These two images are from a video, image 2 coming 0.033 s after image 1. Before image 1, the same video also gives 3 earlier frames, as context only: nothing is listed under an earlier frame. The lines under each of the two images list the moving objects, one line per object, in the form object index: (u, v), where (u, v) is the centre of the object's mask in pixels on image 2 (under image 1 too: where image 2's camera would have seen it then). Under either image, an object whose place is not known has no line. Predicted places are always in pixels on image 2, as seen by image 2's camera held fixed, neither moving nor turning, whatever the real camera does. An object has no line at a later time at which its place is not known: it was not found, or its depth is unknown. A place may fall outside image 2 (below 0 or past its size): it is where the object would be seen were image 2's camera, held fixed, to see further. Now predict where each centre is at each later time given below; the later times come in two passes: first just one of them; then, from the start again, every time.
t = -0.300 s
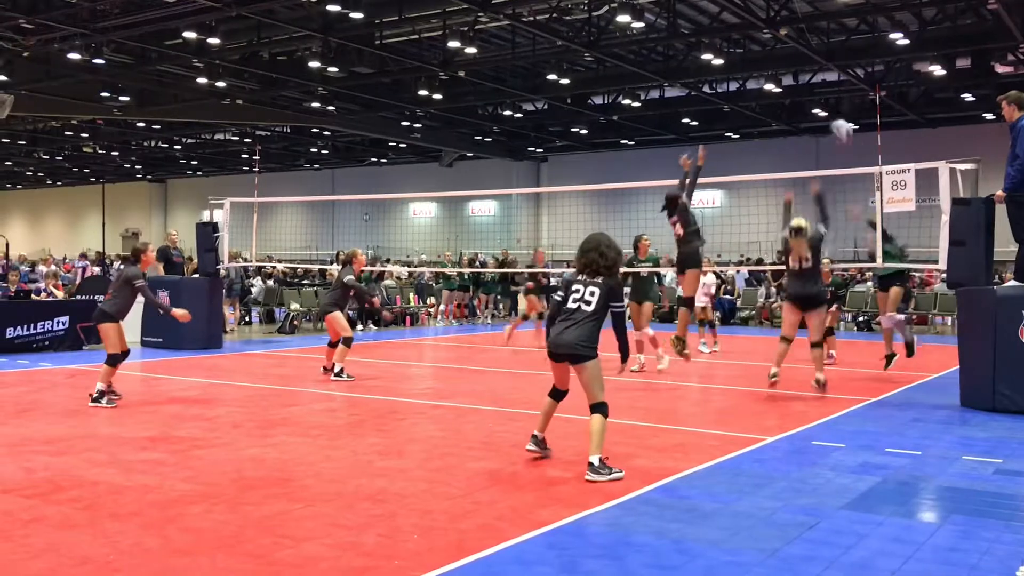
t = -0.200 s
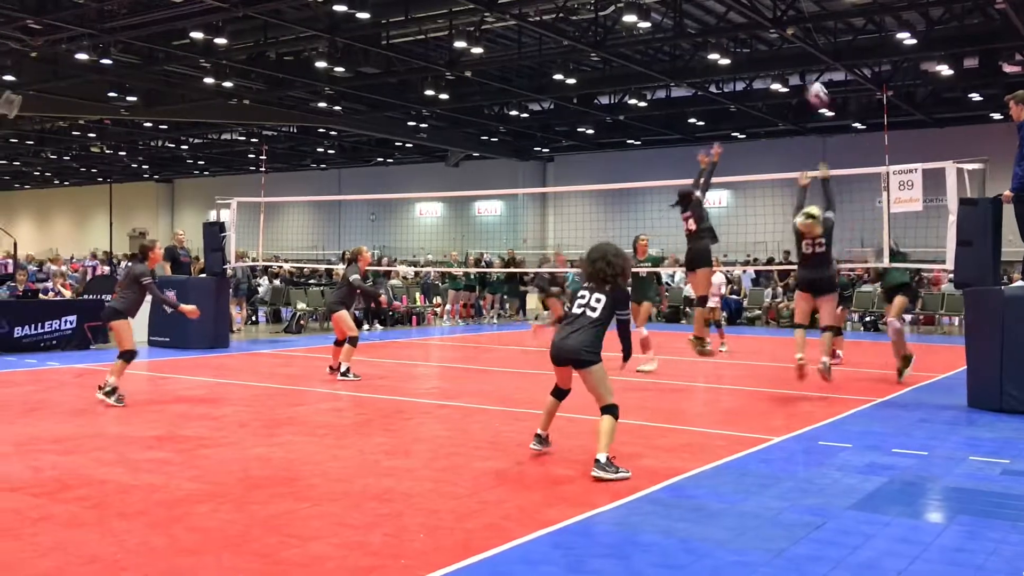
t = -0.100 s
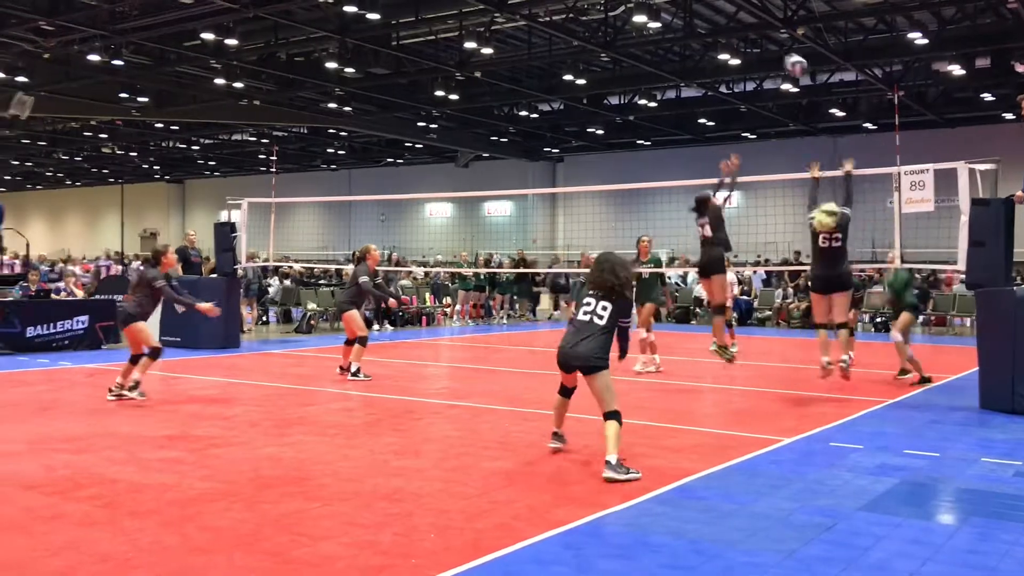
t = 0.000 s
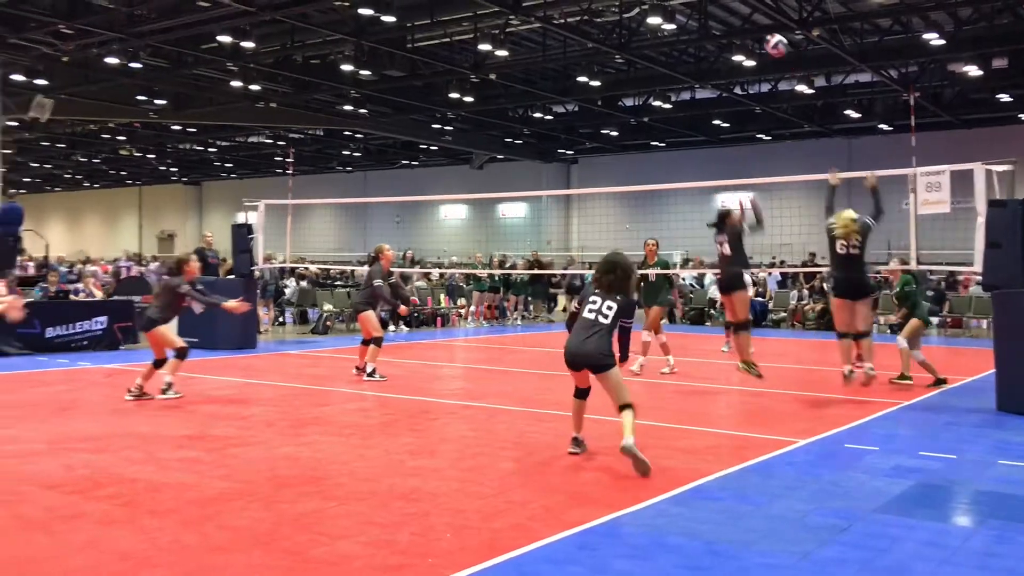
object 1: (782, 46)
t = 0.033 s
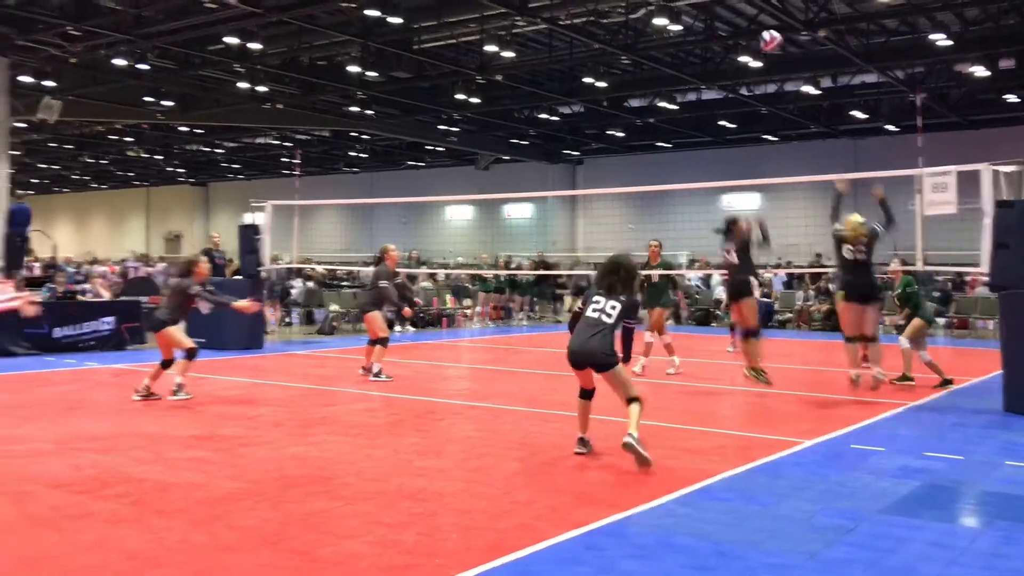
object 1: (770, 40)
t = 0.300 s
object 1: (673, 37)
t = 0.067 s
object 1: (759, 37)
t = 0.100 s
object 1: (747, 34)
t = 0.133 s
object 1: (735, 32)
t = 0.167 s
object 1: (723, 30)
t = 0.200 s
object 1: (710, 30)
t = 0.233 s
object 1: (698, 31)
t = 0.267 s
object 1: (685, 34)
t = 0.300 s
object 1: (673, 37)
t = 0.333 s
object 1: (659, 42)
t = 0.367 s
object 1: (646, 47)
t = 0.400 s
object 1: (633, 53)
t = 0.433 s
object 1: (620, 62)
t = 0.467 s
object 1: (608, 70)
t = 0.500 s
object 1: (593, 83)
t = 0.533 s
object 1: (580, 95)
